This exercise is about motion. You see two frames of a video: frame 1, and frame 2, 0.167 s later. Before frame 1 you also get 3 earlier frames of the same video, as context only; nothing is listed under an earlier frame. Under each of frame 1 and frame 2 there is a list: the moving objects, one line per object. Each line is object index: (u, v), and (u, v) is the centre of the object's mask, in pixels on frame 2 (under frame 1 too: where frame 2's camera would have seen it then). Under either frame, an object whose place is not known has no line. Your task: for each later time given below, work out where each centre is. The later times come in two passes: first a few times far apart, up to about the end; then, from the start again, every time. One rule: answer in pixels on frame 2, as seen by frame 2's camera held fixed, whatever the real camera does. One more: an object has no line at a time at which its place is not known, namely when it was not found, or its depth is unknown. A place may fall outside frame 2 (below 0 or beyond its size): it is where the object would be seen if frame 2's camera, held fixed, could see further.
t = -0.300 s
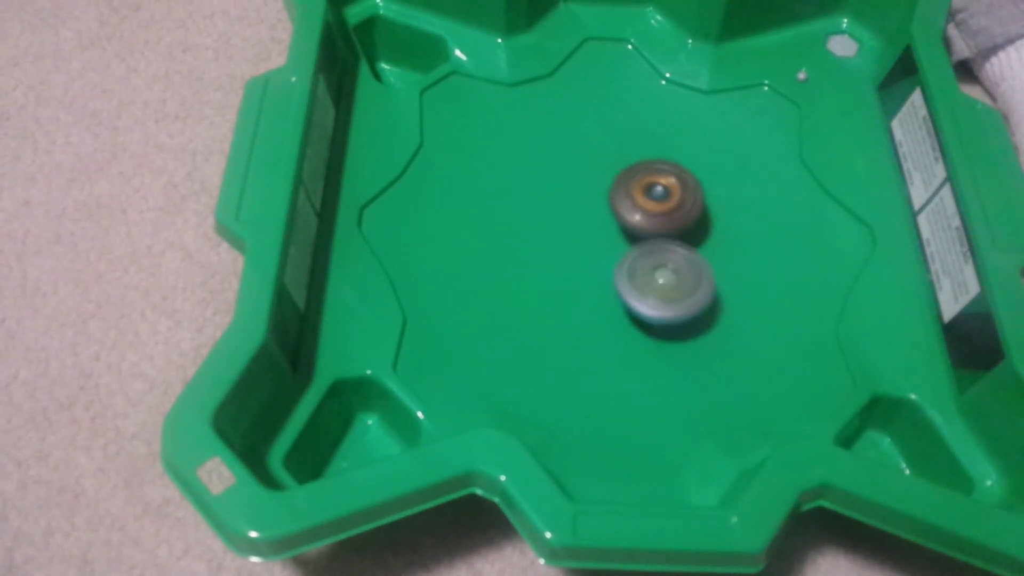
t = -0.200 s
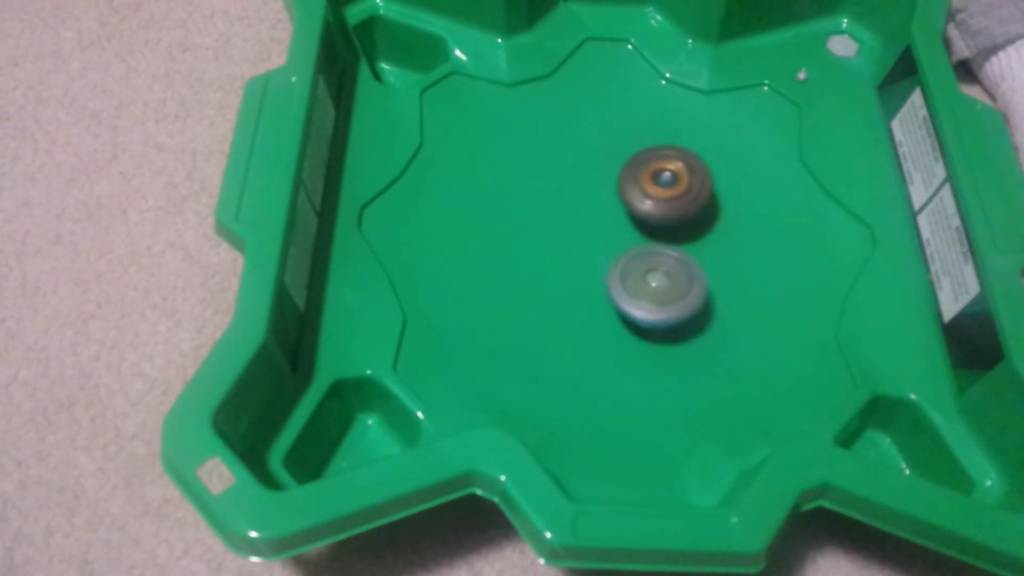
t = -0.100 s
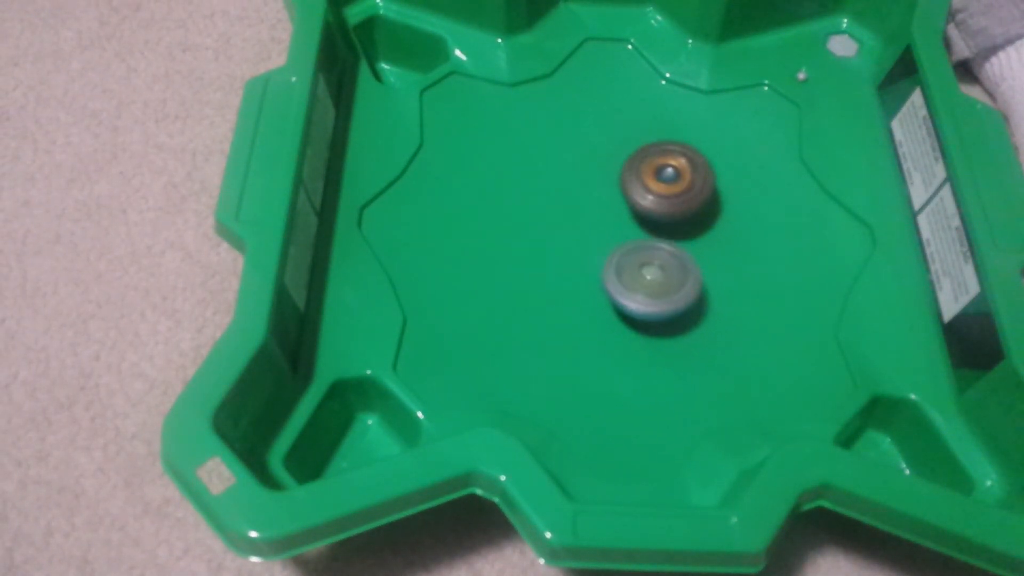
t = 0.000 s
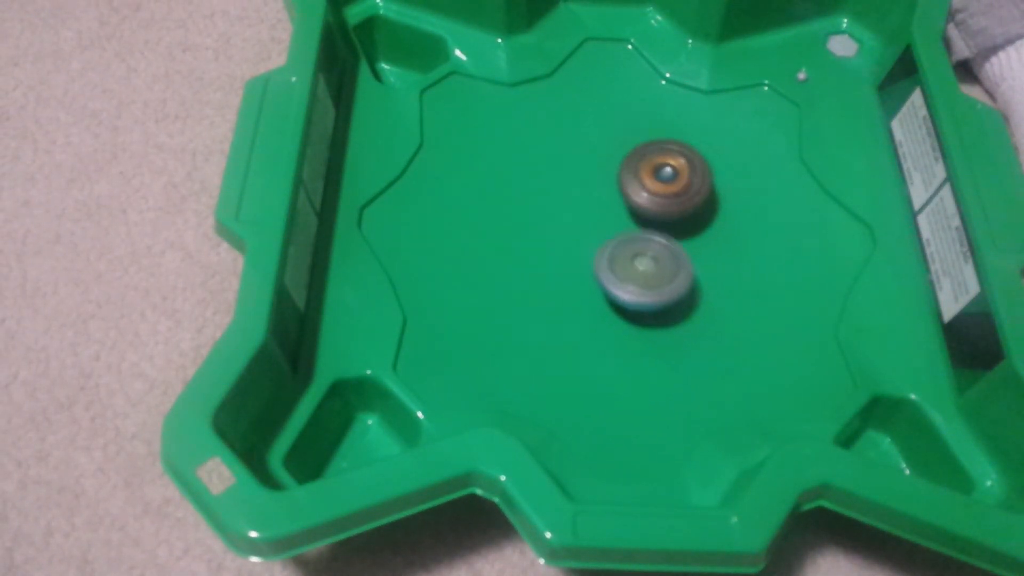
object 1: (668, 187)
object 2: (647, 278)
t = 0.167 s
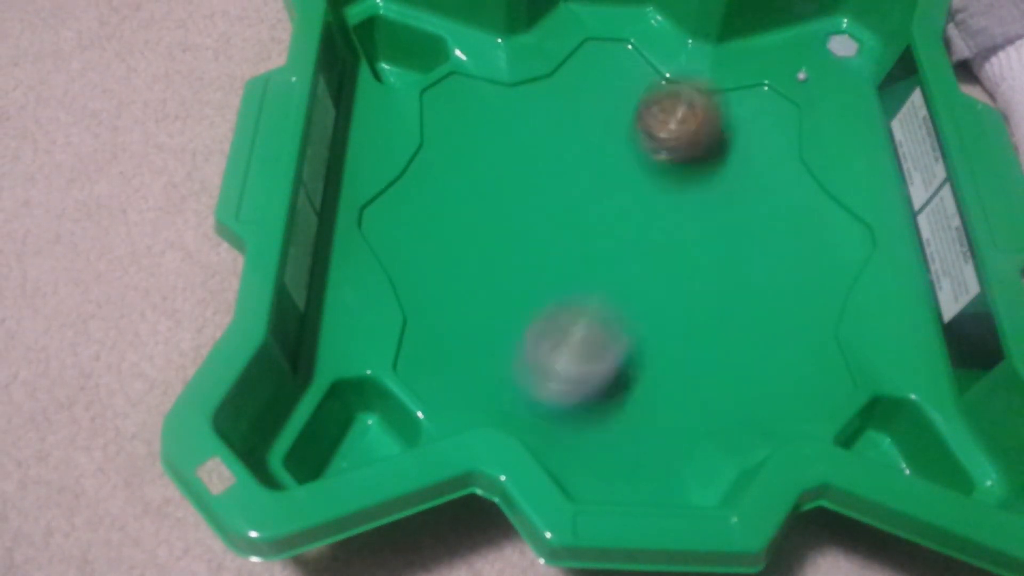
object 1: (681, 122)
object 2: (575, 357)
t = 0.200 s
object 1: (692, 92)
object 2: (548, 390)
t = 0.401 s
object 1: (688, 112)
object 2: (574, 359)
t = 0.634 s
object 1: (647, 170)
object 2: (581, 290)
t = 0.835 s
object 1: (610, 195)
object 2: (520, 292)
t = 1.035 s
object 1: (585, 249)
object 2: (495, 268)
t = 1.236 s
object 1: (619, 285)
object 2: (506, 227)
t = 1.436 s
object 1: (663, 295)
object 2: (547, 188)
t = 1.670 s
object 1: (691, 269)
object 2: (608, 160)
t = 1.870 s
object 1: (681, 234)
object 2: (662, 152)
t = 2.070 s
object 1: (638, 237)
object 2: (715, 171)
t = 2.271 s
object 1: (604, 244)
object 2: (734, 224)
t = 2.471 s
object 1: (581, 251)
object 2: (719, 280)
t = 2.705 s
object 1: (578, 254)
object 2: (655, 324)
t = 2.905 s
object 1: (600, 245)
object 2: (581, 326)
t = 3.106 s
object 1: (618, 222)
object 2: (525, 291)
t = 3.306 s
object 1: (630, 199)
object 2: (509, 237)
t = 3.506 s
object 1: (633, 183)
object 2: (533, 181)
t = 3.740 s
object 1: (659, 193)
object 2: (576, 138)
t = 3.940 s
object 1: (682, 213)
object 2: (638, 139)
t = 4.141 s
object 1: (695, 251)
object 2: (700, 168)
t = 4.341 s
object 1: (688, 289)
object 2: (740, 213)
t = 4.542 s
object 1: (638, 318)
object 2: (750, 249)
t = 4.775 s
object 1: (565, 323)
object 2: (727, 270)
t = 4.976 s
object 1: (487, 302)
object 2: (785, 212)
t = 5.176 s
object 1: (507, 267)
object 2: (732, 189)
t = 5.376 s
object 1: (549, 234)
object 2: (671, 179)
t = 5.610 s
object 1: (559, 210)
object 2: (650, 160)
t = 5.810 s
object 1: (554, 204)
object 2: (650, 152)
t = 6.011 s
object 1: (570, 215)
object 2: (647, 168)
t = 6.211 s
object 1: (581, 227)
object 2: (666, 192)
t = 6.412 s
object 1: (584, 240)
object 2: (677, 217)
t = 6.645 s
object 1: (582, 257)
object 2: (680, 235)
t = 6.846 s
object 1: (581, 265)
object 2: (703, 231)
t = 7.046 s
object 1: (603, 257)
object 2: (692, 226)
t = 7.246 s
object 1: (599, 246)
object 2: (700, 206)
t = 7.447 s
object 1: (596, 234)
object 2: (703, 195)
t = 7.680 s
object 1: (590, 226)
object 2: (689, 196)
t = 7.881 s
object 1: (584, 227)
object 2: (672, 198)
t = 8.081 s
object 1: (578, 237)
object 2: (668, 197)
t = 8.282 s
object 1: (586, 249)
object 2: (660, 199)
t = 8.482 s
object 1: (599, 259)
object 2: (658, 197)
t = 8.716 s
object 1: (616, 261)
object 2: (662, 185)
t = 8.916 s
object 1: (624, 253)
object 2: (662, 176)
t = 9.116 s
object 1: (610, 272)
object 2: (672, 153)
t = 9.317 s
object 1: (613, 271)
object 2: (664, 167)
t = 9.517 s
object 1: (614, 263)
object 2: (636, 180)
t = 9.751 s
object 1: (608, 260)
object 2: (608, 167)
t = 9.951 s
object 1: (604, 248)
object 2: (595, 164)
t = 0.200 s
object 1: (692, 92)
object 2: (548, 390)
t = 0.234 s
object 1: (697, 69)
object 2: (543, 391)
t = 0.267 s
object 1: (698, 59)
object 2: (536, 392)
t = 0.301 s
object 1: (698, 62)
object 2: (536, 398)
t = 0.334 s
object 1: (697, 74)
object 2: (546, 390)
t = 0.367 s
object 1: (695, 95)
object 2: (558, 378)
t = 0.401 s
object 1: (688, 112)
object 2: (574, 359)
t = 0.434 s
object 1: (681, 131)
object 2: (584, 333)
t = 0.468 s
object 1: (672, 150)
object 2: (599, 313)
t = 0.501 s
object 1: (662, 168)
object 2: (609, 291)
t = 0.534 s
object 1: (650, 186)
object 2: (619, 269)
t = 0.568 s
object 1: (646, 186)
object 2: (610, 271)
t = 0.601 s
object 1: (647, 177)
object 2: (595, 283)
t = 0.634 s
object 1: (647, 170)
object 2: (581, 290)
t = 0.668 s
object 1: (645, 167)
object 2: (568, 294)
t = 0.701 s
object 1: (640, 168)
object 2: (556, 296)
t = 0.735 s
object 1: (634, 172)
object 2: (545, 296)
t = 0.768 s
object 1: (626, 179)
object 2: (536, 296)
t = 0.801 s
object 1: (617, 187)
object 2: (527, 294)
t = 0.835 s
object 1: (610, 195)
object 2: (520, 292)
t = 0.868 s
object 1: (603, 204)
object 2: (514, 290)
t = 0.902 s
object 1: (596, 213)
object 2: (508, 286)
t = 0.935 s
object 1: (590, 222)
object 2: (504, 282)
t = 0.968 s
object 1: (585, 232)
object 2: (501, 278)
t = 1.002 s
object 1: (582, 241)
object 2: (498, 273)
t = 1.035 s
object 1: (585, 249)
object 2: (495, 268)
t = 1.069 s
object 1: (589, 256)
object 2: (493, 262)
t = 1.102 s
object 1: (594, 263)
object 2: (492, 256)
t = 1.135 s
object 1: (600, 269)
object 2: (494, 249)
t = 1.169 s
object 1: (606, 275)
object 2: (497, 242)
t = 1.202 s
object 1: (612, 280)
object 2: (501, 235)
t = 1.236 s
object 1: (619, 285)
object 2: (506, 227)
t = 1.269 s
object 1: (627, 289)
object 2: (511, 220)
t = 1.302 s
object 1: (634, 292)
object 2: (517, 214)
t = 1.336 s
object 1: (642, 294)
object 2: (524, 207)
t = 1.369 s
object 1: (649, 295)
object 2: (531, 200)
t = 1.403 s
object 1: (656, 295)
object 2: (539, 194)
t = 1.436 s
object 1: (663, 295)
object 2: (547, 188)
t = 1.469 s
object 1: (669, 293)
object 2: (555, 183)
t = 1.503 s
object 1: (675, 291)
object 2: (563, 178)
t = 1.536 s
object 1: (680, 288)
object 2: (572, 174)
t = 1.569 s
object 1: (684, 284)
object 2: (581, 169)
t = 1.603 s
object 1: (687, 280)
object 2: (590, 165)
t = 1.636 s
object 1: (690, 275)
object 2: (599, 162)
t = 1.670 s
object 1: (691, 269)
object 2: (608, 160)
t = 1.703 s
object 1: (692, 263)
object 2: (618, 158)
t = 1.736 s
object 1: (691, 258)
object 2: (627, 157)
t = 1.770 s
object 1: (690, 251)
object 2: (636, 156)
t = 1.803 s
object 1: (688, 245)
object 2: (645, 155)
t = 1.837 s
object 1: (685, 239)
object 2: (654, 153)
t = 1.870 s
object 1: (681, 234)
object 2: (662, 152)
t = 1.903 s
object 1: (676, 232)
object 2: (671, 150)
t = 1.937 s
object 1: (667, 233)
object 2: (683, 150)
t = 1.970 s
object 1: (659, 235)
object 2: (693, 153)
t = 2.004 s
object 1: (651, 235)
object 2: (701, 158)
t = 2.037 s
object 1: (645, 236)
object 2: (709, 164)
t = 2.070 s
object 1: (638, 237)
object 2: (715, 171)
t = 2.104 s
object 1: (632, 238)
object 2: (721, 178)
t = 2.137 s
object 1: (626, 239)
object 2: (726, 187)
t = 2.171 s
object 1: (620, 240)
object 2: (729, 196)
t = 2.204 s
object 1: (614, 241)
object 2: (732, 205)
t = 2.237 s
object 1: (609, 243)
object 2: (734, 214)
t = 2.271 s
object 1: (604, 244)
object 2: (734, 224)
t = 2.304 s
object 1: (598, 245)
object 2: (734, 234)
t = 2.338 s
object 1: (594, 246)
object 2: (733, 244)
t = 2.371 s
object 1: (590, 247)
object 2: (731, 253)
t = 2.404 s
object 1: (586, 248)
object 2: (728, 262)
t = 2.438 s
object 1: (583, 250)
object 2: (724, 272)
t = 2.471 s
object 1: (581, 251)
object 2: (719, 280)
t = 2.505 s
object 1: (579, 252)
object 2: (713, 289)
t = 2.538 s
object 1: (578, 253)
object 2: (705, 296)
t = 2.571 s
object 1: (577, 254)
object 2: (697, 304)
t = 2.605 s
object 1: (577, 254)
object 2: (687, 310)
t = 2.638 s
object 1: (578, 255)
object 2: (676, 316)
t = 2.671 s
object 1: (578, 255)
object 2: (666, 320)
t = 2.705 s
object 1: (578, 254)
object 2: (655, 324)
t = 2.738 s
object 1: (580, 253)
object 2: (642, 327)
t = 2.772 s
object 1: (582, 251)
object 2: (631, 329)
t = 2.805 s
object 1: (586, 250)
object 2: (619, 329)
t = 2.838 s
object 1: (591, 248)
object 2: (606, 329)
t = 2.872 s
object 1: (596, 247)
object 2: (593, 328)
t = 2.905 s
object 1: (600, 245)
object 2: (581, 326)
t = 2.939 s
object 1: (603, 242)
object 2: (569, 322)
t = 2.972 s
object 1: (606, 239)
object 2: (559, 318)
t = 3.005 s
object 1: (610, 235)
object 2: (549, 312)
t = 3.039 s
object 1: (613, 230)
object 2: (540, 306)
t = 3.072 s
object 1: (615, 226)
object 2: (531, 298)
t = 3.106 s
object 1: (618, 222)
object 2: (525, 291)
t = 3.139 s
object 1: (621, 218)
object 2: (520, 283)
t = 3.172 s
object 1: (623, 214)
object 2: (515, 274)
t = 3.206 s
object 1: (625, 210)
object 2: (511, 265)
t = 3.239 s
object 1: (627, 206)
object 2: (509, 255)
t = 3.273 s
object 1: (629, 203)
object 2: (509, 247)
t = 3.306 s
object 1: (630, 199)
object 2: (509, 237)
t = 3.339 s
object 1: (632, 196)
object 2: (510, 228)
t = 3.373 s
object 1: (632, 194)
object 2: (512, 218)
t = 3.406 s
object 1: (633, 192)
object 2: (516, 208)
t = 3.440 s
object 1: (634, 190)
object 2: (521, 199)
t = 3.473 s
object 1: (634, 189)
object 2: (526, 190)
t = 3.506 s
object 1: (633, 183)
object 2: (533, 181)
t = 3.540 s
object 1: (633, 183)
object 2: (541, 172)
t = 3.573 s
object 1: (636, 183)
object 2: (546, 164)
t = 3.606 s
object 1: (640, 183)
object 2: (549, 156)
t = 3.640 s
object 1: (645, 185)
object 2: (553, 150)
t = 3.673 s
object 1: (651, 188)
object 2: (559, 145)
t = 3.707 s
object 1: (655, 190)
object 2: (566, 141)
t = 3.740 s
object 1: (659, 193)
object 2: (576, 138)
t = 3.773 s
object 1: (663, 195)
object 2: (585, 137)
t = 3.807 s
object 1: (669, 200)
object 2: (595, 136)
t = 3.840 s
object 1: (671, 201)
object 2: (605, 136)
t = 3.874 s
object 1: (674, 204)
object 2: (615, 137)
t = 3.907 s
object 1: (677, 207)
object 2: (626, 138)
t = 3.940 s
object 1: (682, 213)
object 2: (638, 139)
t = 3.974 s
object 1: (686, 220)
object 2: (650, 142)
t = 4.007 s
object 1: (688, 227)
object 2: (660, 144)
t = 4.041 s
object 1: (691, 236)
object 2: (670, 148)
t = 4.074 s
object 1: (693, 241)
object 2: (681, 154)
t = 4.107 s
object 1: (694, 246)
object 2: (690, 160)
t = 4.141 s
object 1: (695, 251)
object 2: (700, 168)
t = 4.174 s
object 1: (694, 259)
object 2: (710, 174)
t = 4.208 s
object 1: (692, 266)
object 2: (718, 180)
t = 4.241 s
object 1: (691, 273)
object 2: (725, 187)
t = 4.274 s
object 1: (690, 279)
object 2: (731, 195)
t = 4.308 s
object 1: (689, 285)
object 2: (736, 204)
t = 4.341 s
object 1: (688, 289)
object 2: (740, 213)
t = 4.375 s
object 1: (686, 293)
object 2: (743, 223)
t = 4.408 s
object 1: (684, 297)
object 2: (744, 232)
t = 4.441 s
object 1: (675, 304)
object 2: (748, 238)
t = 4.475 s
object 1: (661, 312)
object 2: (752, 241)
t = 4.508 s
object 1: (648, 316)
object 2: (753, 244)
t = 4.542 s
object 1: (638, 318)
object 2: (750, 249)
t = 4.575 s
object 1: (630, 319)
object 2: (745, 255)
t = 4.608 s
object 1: (623, 319)
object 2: (738, 261)
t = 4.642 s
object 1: (619, 319)
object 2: (729, 268)
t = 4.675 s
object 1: (615, 318)
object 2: (718, 274)
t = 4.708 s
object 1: (612, 317)
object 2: (707, 280)
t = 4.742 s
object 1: (600, 317)
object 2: (704, 281)
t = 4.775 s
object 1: (565, 323)
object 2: (727, 270)
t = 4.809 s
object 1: (538, 325)
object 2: (749, 257)
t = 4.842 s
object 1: (516, 323)
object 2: (770, 245)
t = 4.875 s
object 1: (501, 319)
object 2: (782, 234)
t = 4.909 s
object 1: (493, 314)
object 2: (789, 225)
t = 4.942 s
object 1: (489, 308)
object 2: (789, 218)
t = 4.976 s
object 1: (487, 302)
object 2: (785, 212)
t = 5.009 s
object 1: (487, 297)
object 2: (779, 207)
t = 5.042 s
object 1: (488, 291)
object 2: (771, 203)
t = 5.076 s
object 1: (492, 285)
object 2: (762, 199)
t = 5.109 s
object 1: (496, 279)
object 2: (752, 195)
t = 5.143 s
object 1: (501, 273)
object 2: (743, 192)
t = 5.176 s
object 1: (507, 267)
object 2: (732, 189)
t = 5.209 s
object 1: (514, 261)
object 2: (722, 187)
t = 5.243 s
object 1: (522, 256)
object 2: (712, 184)
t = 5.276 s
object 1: (529, 251)
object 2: (701, 182)
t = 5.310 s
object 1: (536, 245)
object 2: (690, 181)
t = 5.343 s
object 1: (543, 239)
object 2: (680, 180)
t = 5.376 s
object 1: (549, 234)
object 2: (671, 179)
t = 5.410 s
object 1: (556, 227)
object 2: (661, 177)
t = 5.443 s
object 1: (563, 221)
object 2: (652, 176)
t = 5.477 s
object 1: (568, 216)
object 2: (646, 175)
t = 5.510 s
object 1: (569, 213)
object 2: (645, 171)
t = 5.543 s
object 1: (569, 211)
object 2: (643, 167)
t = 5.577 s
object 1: (564, 211)
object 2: (646, 162)
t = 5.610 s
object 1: (559, 210)
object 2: (650, 160)
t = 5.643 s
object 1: (557, 207)
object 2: (651, 158)
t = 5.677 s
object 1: (555, 205)
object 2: (651, 156)
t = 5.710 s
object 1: (554, 204)
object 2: (650, 155)
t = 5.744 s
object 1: (553, 204)
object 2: (650, 153)
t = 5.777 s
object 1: (553, 204)
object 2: (650, 152)
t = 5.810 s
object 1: (554, 204)
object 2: (650, 152)
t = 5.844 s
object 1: (555, 206)
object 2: (650, 153)
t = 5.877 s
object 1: (558, 207)
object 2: (650, 155)
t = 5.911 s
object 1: (561, 208)
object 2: (649, 157)
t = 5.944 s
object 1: (564, 211)
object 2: (648, 160)
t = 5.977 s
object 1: (567, 212)
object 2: (647, 164)
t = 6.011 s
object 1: (570, 215)
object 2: (647, 168)
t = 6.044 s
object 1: (568, 218)
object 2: (655, 171)
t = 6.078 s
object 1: (567, 221)
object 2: (661, 174)
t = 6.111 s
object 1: (569, 223)
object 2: (663, 179)
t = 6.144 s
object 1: (572, 224)
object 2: (664, 184)
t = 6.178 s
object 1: (577, 225)
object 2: (665, 188)
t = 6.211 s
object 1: (581, 227)
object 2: (666, 192)
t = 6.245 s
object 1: (580, 230)
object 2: (671, 196)
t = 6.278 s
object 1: (581, 232)
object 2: (673, 200)
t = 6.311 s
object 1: (583, 234)
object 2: (674, 205)
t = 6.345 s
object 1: (584, 236)
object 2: (675, 209)
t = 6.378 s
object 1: (584, 238)
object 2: (677, 213)
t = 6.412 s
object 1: (584, 240)
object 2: (677, 217)
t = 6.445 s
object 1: (583, 243)
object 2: (680, 220)
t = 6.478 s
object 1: (583, 246)
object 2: (679, 223)
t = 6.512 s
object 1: (582, 248)
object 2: (679, 227)
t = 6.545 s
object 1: (579, 251)
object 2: (684, 228)
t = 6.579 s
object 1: (579, 254)
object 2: (685, 230)
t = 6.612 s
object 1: (580, 255)
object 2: (683, 233)
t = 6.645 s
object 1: (582, 257)
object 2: (680, 235)
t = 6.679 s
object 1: (584, 260)
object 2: (681, 237)
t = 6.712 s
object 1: (578, 263)
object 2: (689, 235)
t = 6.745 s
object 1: (575, 265)
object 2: (698, 234)
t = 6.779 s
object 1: (575, 266)
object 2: (702, 233)
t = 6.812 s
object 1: (578, 265)
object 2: (703, 232)
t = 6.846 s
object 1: (581, 265)
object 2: (703, 231)
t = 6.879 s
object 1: (585, 265)
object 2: (702, 230)
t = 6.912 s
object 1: (589, 264)
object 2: (701, 229)
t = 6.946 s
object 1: (593, 263)
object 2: (698, 229)
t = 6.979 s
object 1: (597, 261)
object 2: (696, 228)
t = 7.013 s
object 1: (601, 259)
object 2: (693, 227)
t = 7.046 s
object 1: (603, 257)
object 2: (692, 226)
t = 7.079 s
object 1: (604, 255)
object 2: (692, 223)
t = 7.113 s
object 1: (605, 253)
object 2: (692, 220)
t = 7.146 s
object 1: (605, 251)
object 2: (693, 218)
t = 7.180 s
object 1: (604, 249)
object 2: (694, 214)
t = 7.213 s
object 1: (600, 248)
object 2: (698, 209)
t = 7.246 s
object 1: (599, 246)
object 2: (700, 206)
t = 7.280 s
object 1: (599, 244)
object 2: (701, 203)
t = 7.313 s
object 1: (598, 242)
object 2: (701, 200)
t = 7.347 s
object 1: (597, 239)
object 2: (702, 198)
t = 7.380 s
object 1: (597, 238)
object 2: (702, 197)
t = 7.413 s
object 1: (597, 236)
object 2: (703, 196)
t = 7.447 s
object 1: (596, 234)
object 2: (703, 195)
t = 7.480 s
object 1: (596, 232)
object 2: (701, 195)
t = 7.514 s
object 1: (596, 230)
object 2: (699, 195)
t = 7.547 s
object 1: (596, 229)
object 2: (697, 195)
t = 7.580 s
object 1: (596, 227)
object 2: (693, 196)
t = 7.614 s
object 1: (596, 226)
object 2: (689, 197)
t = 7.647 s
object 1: (595, 225)
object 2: (686, 198)
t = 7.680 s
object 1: (590, 226)
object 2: (689, 196)
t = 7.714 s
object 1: (587, 225)
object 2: (689, 196)
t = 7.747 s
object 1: (586, 225)
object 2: (687, 196)
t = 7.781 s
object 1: (585, 225)
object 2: (684, 196)
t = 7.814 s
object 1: (584, 226)
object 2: (680, 196)
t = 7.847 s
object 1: (584, 226)
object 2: (677, 197)
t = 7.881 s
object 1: (584, 227)
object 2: (672, 198)
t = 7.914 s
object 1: (583, 228)
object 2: (671, 197)
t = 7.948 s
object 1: (580, 230)
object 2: (672, 197)
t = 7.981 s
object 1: (580, 231)
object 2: (670, 197)
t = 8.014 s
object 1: (580, 232)
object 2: (668, 198)
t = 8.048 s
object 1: (581, 233)
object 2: (666, 198)
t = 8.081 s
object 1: (578, 237)
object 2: (668, 197)
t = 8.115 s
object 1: (577, 240)
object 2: (668, 197)
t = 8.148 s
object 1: (577, 242)
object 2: (668, 197)
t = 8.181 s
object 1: (579, 244)
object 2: (666, 197)
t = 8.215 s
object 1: (580, 245)
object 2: (665, 198)
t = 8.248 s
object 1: (583, 247)
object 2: (663, 198)
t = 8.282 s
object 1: (586, 249)
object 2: (660, 199)
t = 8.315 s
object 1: (589, 250)
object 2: (660, 200)
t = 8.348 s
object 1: (589, 254)
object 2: (662, 198)
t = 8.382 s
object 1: (590, 257)
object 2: (662, 198)
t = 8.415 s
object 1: (592, 258)
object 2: (661, 197)
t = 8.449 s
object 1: (595, 259)
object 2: (660, 197)
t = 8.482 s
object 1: (599, 259)
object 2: (658, 197)
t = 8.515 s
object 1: (602, 260)
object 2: (658, 196)
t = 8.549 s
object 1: (603, 263)
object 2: (659, 193)
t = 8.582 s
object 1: (604, 265)
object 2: (662, 190)
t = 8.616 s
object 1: (606, 264)
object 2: (663, 187)
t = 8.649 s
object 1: (609, 263)
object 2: (662, 186)
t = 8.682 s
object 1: (612, 262)
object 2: (662, 185)
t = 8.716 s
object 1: (616, 261)
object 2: (662, 185)
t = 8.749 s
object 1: (618, 259)
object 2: (662, 184)
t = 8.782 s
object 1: (621, 257)
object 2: (662, 184)
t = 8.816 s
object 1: (622, 257)
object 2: (662, 182)
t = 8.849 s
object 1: (622, 256)
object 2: (663, 179)
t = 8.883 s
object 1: (624, 254)
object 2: (663, 178)
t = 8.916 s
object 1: (624, 253)
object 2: (662, 176)
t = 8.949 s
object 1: (620, 260)
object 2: (667, 168)
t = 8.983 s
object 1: (617, 266)
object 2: (670, 159)
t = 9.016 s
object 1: (614, 269)
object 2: (673, 155)
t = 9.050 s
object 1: (613, 271)
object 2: (673, 154)
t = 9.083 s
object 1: (611, 272)
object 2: (672, 154)
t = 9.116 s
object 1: (610, 272)
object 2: (672, 153)
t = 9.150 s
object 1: (610, 273)
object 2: (672, 154)
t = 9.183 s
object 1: (610, 273)
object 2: (672, 155)
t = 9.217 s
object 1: (611, 273)
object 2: (671, 157)
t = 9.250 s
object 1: (611, 273)
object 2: (669, 160)
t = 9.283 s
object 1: (612, 272)
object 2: (667, 163)
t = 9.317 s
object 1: (613, 271)
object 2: (664, 167)
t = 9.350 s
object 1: (613, 268)
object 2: (661, 170)
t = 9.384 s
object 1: (614, 267)
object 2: (657, 174)
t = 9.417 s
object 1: (614, 264)
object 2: (652, 177)
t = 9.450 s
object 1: (615, 261)
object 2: (647, 180)
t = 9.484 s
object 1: (614, 259)
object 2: (641, 182)
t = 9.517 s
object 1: (614, 263)
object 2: (636, 180)
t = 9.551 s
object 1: (613, 267)
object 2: (631, 177)
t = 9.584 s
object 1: (612, 267)
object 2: (627, 174)
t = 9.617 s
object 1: (611, 266)
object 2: (623, 172)
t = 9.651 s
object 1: (610, 265)
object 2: (619, 171)
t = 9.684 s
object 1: (610, 264)
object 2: (614, 169)
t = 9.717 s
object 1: (609, 262)
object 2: (610, 168)
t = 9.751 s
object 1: (608, 260)
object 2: (608, 167)
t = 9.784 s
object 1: (608, 259)
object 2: (604, 166)
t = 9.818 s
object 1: (607, 256)
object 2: (602, 165)
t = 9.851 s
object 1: (607, 255)
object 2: (600, 164)
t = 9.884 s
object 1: (605, 252)
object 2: (598, 163)
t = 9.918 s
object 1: (605, 250)
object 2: (597, 163)
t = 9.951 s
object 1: (604, 248)
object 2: (595, 164)
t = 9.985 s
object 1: (603, 248)
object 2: (596, 163)
